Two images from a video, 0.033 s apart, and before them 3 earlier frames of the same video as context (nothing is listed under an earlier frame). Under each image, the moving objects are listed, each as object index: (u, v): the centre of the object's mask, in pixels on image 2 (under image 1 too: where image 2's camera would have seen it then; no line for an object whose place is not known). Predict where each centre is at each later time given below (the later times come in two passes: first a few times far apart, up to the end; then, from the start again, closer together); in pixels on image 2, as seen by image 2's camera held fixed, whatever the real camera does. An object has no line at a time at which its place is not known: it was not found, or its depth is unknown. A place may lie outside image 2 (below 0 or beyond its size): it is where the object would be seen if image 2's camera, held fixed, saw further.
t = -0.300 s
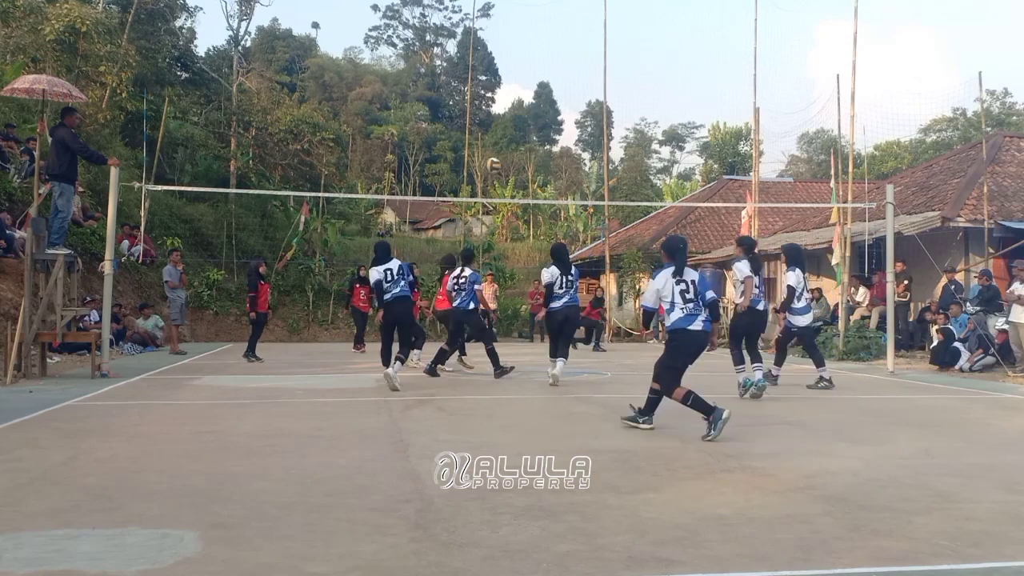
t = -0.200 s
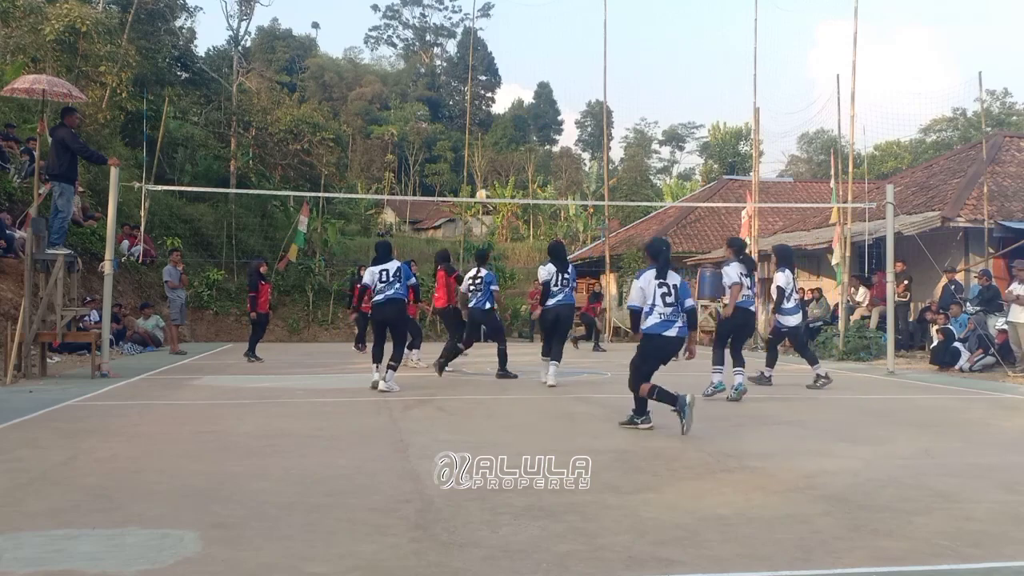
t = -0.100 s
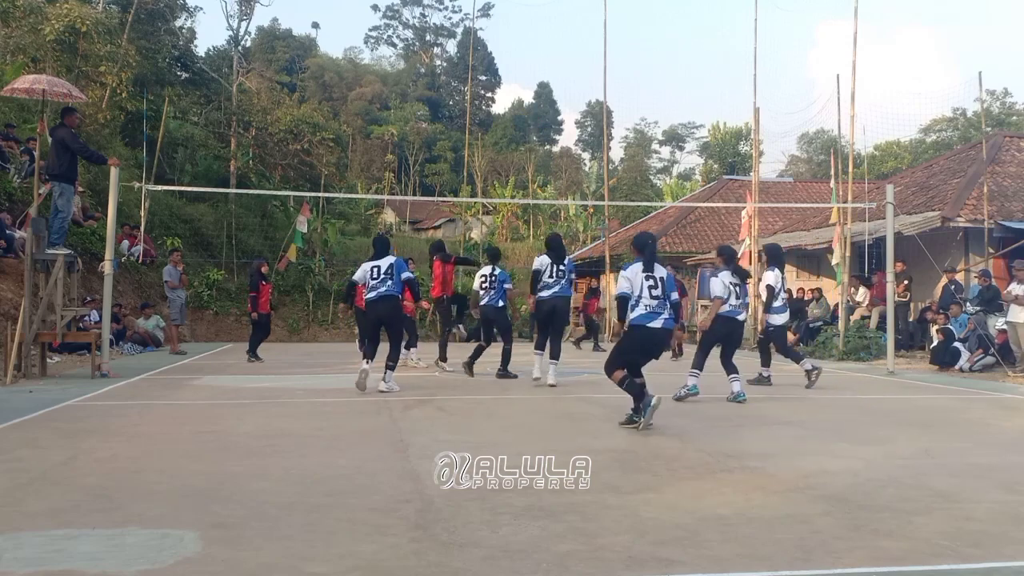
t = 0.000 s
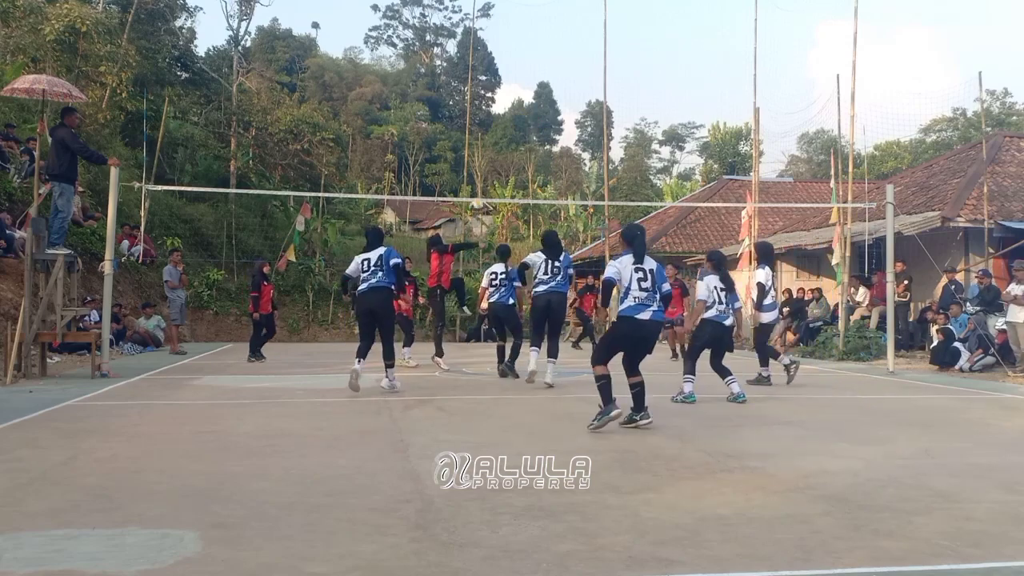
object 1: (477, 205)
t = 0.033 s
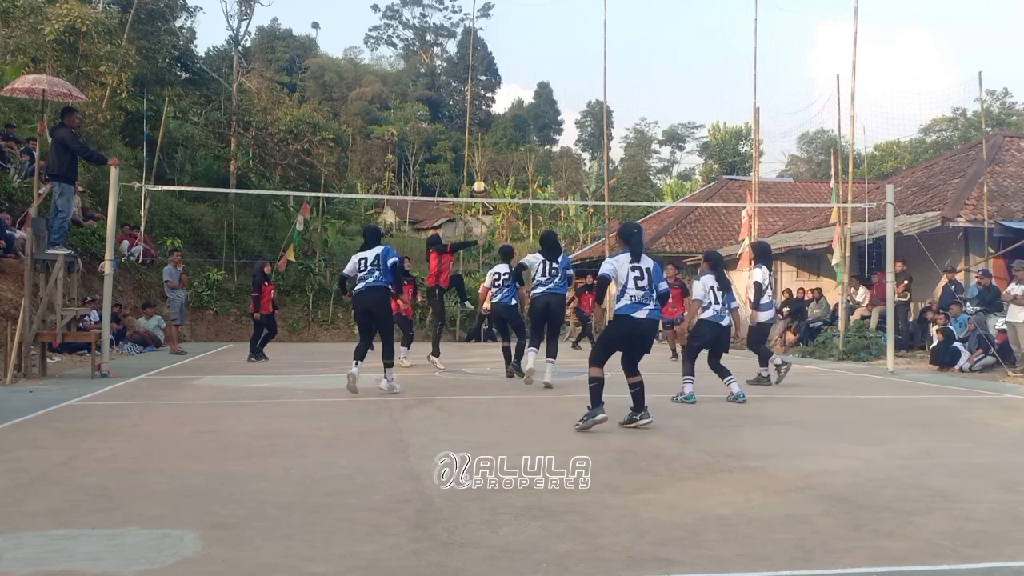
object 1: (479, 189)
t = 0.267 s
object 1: (495, 99)
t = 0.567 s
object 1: (516, 50)
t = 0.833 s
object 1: (531, 63)
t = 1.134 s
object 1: (546, 132)
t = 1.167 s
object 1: (547, 143)
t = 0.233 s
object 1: (493, 108)
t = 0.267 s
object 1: (495, 99)
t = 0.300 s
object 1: (499, 90)
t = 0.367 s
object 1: (503, 76)
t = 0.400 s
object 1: (505, 69)
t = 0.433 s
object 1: (507, 64)
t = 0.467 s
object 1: (509, 59)
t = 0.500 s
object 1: (512, 55)
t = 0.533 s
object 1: (513, 52)
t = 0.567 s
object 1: (516, 50)
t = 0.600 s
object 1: (518, 49)
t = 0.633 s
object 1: (520, 48)
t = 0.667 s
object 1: (522, 49)
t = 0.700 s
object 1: (523, 50)
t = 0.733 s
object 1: (525, 52)
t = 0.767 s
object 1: (527, 55)
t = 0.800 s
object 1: (529, 59)
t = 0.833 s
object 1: (531, 63)
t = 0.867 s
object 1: (533, 68)
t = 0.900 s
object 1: (535, 74)
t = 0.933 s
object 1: (536, 80)
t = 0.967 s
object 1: (538, 86)
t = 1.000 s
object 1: (540, 95)
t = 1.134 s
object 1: (546, 132)
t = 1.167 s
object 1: (547, 143)
